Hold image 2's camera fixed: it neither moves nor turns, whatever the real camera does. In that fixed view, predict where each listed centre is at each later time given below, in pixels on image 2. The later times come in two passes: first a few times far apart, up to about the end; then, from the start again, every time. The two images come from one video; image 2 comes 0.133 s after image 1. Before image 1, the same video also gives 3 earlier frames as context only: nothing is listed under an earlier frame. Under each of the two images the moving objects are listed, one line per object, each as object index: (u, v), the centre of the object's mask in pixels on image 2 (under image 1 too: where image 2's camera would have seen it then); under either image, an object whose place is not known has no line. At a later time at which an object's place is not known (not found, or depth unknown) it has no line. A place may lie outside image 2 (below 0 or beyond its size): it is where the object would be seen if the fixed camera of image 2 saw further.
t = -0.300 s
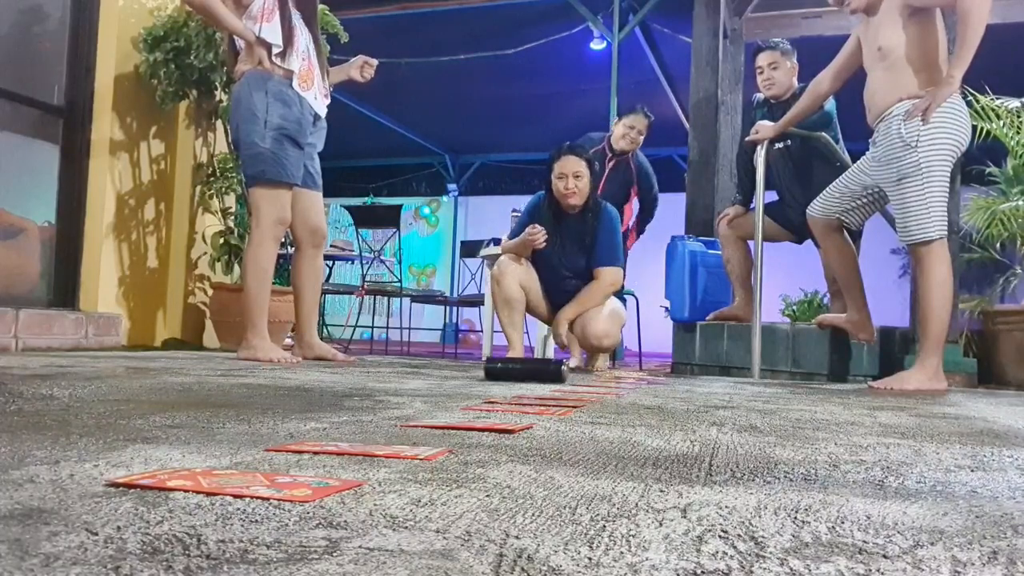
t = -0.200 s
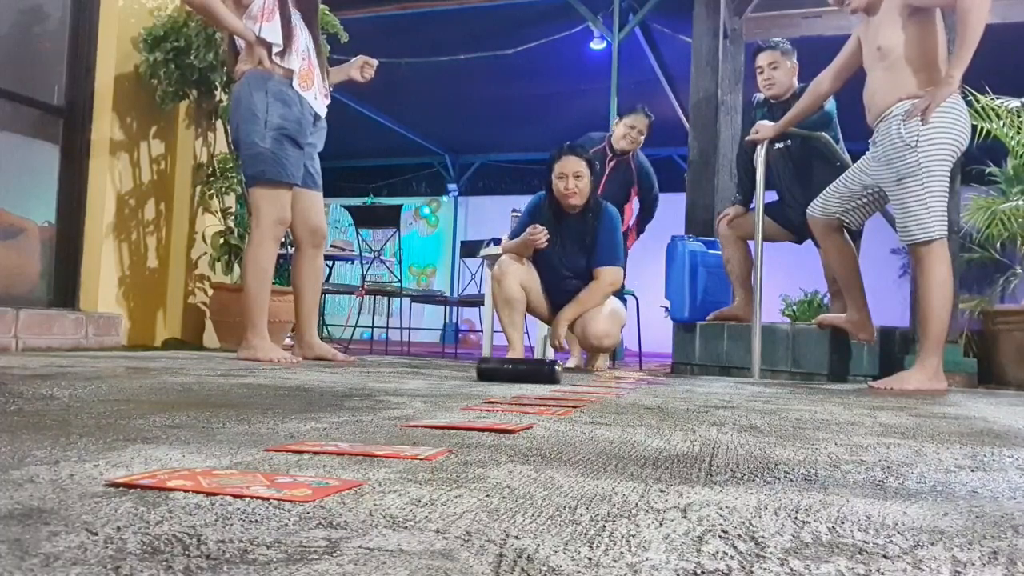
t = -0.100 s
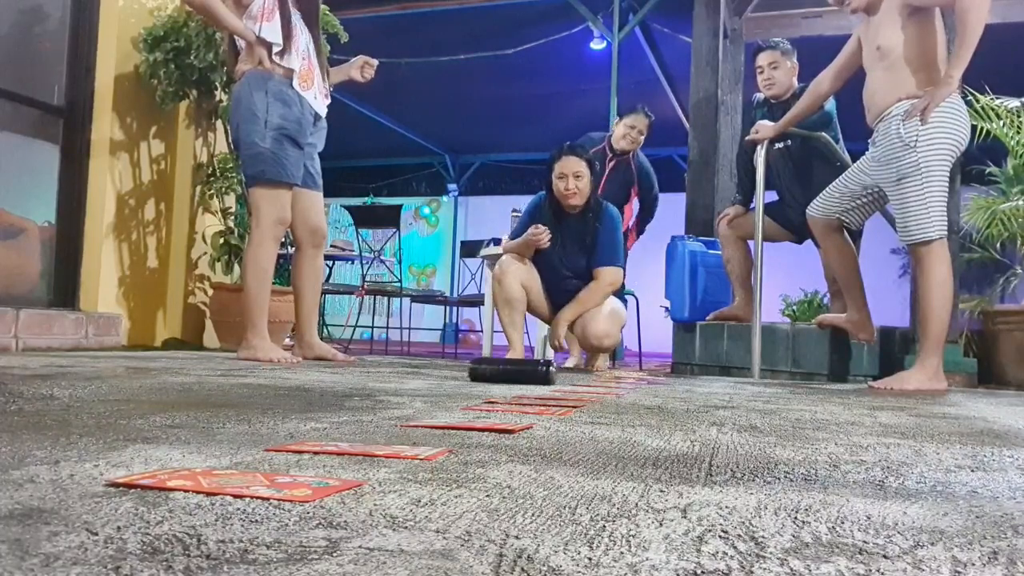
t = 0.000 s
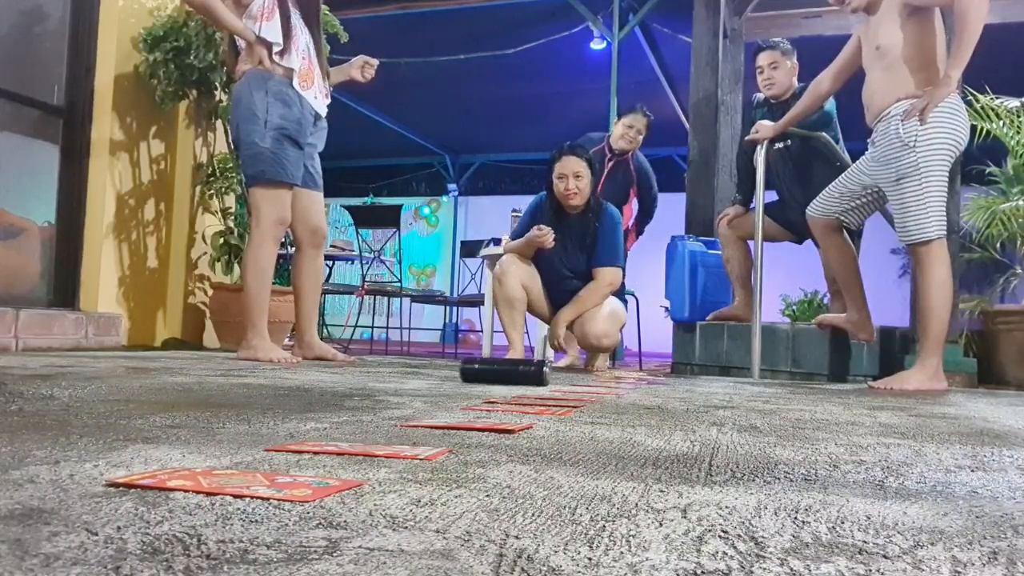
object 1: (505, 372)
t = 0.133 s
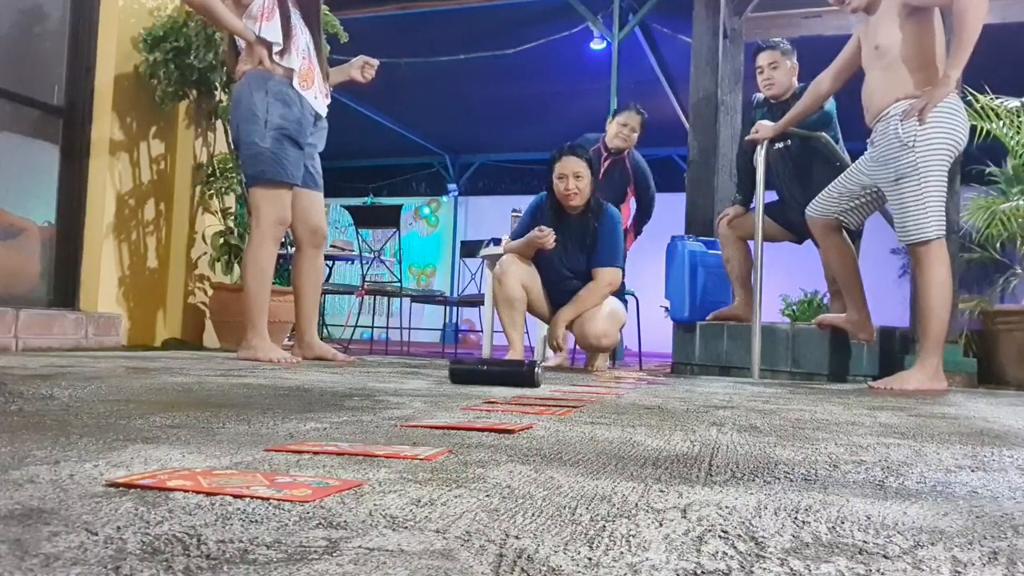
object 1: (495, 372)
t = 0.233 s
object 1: (488, 373)
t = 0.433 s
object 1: (474, 374)
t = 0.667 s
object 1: (459, 375)
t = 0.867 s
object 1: (443, 377)
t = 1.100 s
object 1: (421, 380)
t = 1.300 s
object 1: (390, 383)
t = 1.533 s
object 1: (360, 386)
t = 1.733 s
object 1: (333, 390)
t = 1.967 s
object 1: (302, 394)
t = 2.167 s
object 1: (275, 397)
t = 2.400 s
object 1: (257, 399)
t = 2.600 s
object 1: (250, 400)
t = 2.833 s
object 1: (244, 400)
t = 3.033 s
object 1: (238, 401)
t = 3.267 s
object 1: (245, 401)
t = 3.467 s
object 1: (243, 401)
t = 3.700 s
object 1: (241, 401)
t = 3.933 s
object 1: (241, 401)
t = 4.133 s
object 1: (241, 401)
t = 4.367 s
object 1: (241, 401)
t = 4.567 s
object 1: (241, 401)
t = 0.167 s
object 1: (494, 373)
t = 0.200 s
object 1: (492, 373)
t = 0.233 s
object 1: (488, 373)
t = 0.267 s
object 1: (486, 373)
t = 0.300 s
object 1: (484, 373)
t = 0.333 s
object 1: (483, 374)
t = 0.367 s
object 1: (479, 374)
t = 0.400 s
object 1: (477, 374)
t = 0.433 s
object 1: (474, 374)
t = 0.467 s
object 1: (472, 374)
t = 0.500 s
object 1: (469, 374)
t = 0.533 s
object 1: (468, 374)
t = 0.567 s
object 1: (465, 374)
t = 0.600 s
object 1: (462, 375)
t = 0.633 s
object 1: (460, 375)
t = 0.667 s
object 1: (459, 375)
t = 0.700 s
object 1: (456, 376)
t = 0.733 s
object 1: (454, 376)
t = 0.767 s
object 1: (452, 376)
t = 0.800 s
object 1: (449, 376)
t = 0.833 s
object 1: (446, 377)
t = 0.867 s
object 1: (443, 377)
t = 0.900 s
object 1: (441, 377)
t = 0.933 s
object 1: (439, 377)
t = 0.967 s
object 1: (436, 378)
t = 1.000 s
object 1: (433, 378)
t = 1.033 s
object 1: (429, 379)
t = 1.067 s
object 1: (426, 379)
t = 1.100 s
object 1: (421, 380)
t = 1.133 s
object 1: (416, 380)
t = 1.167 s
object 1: (411, 381)
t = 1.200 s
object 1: (406, 381)
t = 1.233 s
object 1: (400, 381)
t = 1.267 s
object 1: (395, 382)
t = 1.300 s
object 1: (390, 383)
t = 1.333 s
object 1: (385, 383)
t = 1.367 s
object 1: (381, 384)
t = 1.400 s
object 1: (378, 384)
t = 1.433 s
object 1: (373, 385)
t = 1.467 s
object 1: (369, 385)
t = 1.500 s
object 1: (364, 386)
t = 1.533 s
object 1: (360, 386)
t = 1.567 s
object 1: (355, 387)
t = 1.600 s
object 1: (349, 388)
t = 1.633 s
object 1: (344, 389)
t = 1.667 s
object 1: (340, 389)
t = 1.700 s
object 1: (335, 390)
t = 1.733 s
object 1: (333, 390)
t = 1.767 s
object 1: (329, 391)
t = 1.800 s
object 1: (324, 391)
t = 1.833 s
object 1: (319, 392)
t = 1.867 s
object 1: (315, 392)
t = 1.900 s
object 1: (311, 393)
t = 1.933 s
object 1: (306, 393)
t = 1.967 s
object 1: (302, 394)
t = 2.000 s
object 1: (297, 394)
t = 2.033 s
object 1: (295, 395)
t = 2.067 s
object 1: (290, 396)
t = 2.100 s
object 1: (285, 396)
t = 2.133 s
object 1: (280, 397)
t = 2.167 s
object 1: (275, 397)
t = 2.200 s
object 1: (271, 398)
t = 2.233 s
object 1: (267, 398)
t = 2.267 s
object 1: (263, 399)
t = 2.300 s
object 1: (261, 399)
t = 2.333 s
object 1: (260, 399)
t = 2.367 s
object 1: (259, 399)
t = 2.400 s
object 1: (257, 399)
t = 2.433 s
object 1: (255, 399)
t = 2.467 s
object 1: (253, 399)
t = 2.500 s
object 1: (252, 399)
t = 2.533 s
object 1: (251, 399)
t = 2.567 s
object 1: (250, 400)
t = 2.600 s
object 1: (250, 400)
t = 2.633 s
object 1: (250, 400)
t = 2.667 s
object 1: (250, 400)
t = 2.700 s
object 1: (250, 400)
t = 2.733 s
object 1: (249, 400)
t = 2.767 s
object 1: (248, 400)
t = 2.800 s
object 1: (246, 400)
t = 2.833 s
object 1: (244, 400)
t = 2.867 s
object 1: (242, 401)
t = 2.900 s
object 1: (240, 401)
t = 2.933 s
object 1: (238, 401)
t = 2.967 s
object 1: (238, 401)
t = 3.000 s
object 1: (238, 401)
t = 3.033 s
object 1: (238, 401)
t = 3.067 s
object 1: (238, 401)
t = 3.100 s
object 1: (239, 401)
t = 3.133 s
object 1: (241, 401)
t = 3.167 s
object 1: (242, 401)
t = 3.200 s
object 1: (243, 401)
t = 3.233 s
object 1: (244, 401)
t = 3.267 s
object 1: (245, 401)
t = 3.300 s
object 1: (246, 400)
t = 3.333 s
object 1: (245, 400)
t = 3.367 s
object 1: (245, 400)
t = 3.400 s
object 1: (244, 400)
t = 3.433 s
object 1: (243, 401)
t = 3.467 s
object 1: (243, 401)
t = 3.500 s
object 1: (242, 401)
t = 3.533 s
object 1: (241, 401)
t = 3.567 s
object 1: (241, 401)
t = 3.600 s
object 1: (241, 401)
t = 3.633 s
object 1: (241, 401)
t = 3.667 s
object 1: (241, 401)
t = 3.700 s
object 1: (241, 401)
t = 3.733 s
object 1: (242, 401)
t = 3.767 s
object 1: (241, 401)
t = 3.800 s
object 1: (241, 401)
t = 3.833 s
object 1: (241, 401)
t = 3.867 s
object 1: (242, 401)
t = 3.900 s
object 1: (242, 401)
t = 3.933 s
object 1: (241, 401)
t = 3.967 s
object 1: (241, 401)
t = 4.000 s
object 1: (241, 401)
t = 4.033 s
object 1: (241, 401)
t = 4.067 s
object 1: (241, 401)
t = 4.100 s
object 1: (241, 401)
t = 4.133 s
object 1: (241, 401)
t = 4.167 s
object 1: (241, 401)
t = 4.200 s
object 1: (241, 401)
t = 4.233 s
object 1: (241, 401)
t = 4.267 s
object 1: (241, 401)
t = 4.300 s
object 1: (241, 401)
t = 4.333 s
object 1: (241, 401)
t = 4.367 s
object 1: (241, 401)
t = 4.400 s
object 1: (241, 401)
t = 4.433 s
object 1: (241, 401)
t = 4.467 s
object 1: (241, 401)
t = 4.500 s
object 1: (241, 401)
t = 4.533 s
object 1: (241, 401)
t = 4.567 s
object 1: (241, 401)
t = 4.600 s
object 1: (241, 401)
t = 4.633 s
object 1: (241, 401)
